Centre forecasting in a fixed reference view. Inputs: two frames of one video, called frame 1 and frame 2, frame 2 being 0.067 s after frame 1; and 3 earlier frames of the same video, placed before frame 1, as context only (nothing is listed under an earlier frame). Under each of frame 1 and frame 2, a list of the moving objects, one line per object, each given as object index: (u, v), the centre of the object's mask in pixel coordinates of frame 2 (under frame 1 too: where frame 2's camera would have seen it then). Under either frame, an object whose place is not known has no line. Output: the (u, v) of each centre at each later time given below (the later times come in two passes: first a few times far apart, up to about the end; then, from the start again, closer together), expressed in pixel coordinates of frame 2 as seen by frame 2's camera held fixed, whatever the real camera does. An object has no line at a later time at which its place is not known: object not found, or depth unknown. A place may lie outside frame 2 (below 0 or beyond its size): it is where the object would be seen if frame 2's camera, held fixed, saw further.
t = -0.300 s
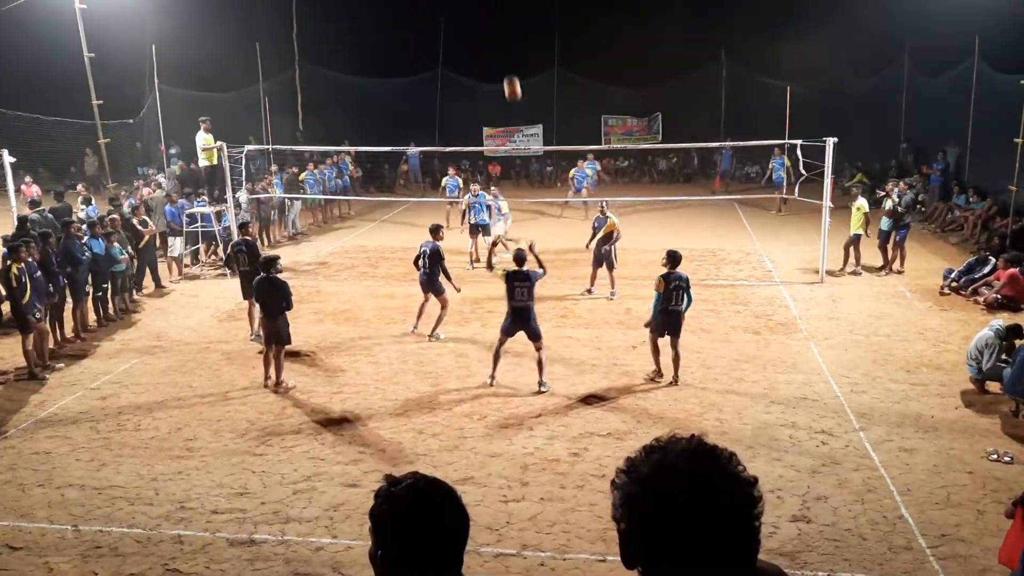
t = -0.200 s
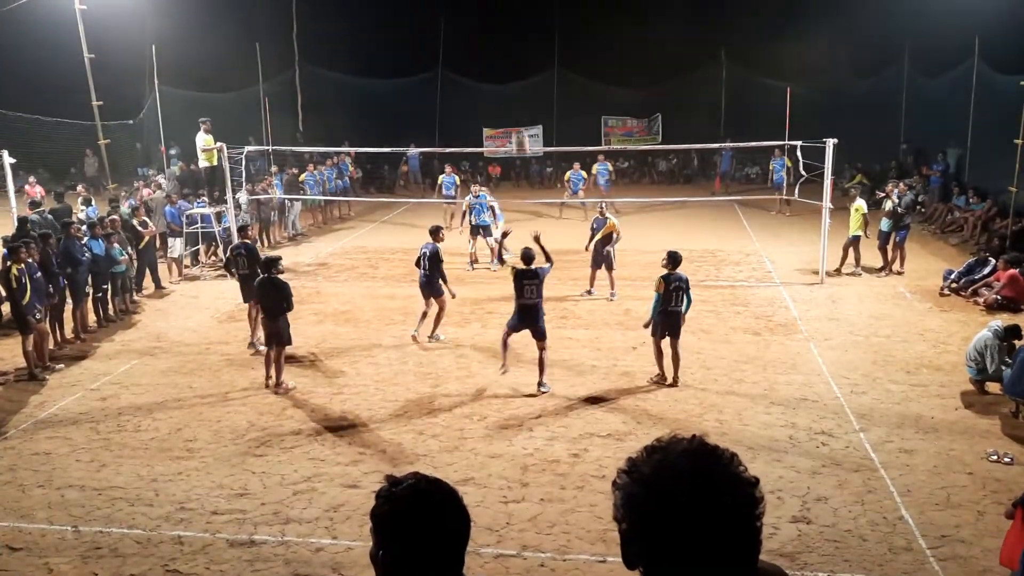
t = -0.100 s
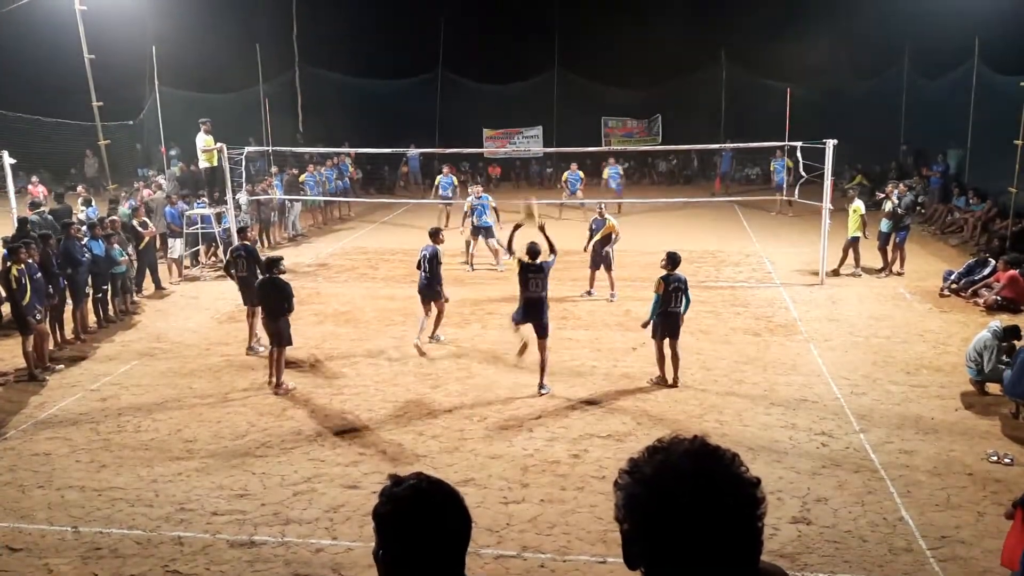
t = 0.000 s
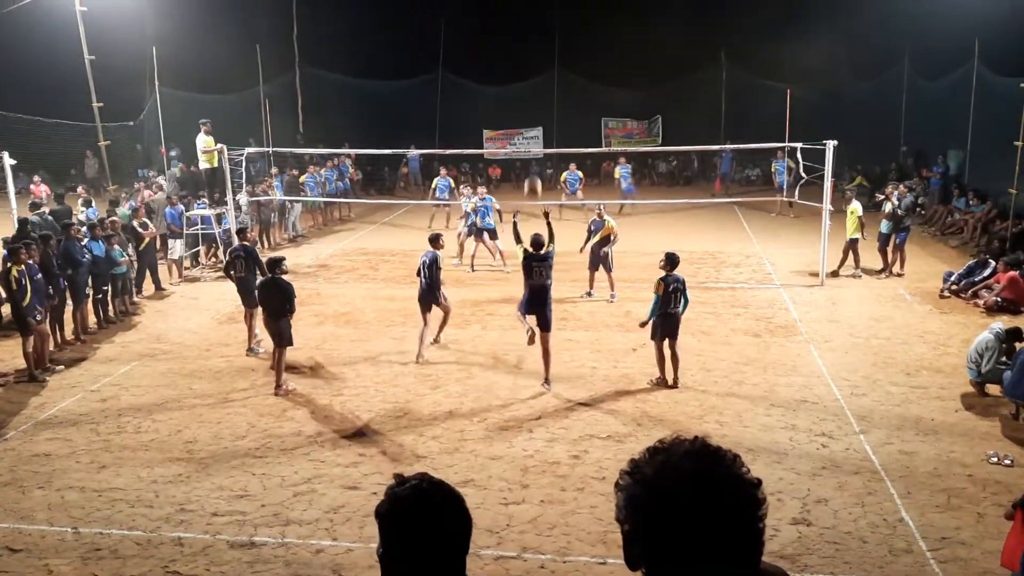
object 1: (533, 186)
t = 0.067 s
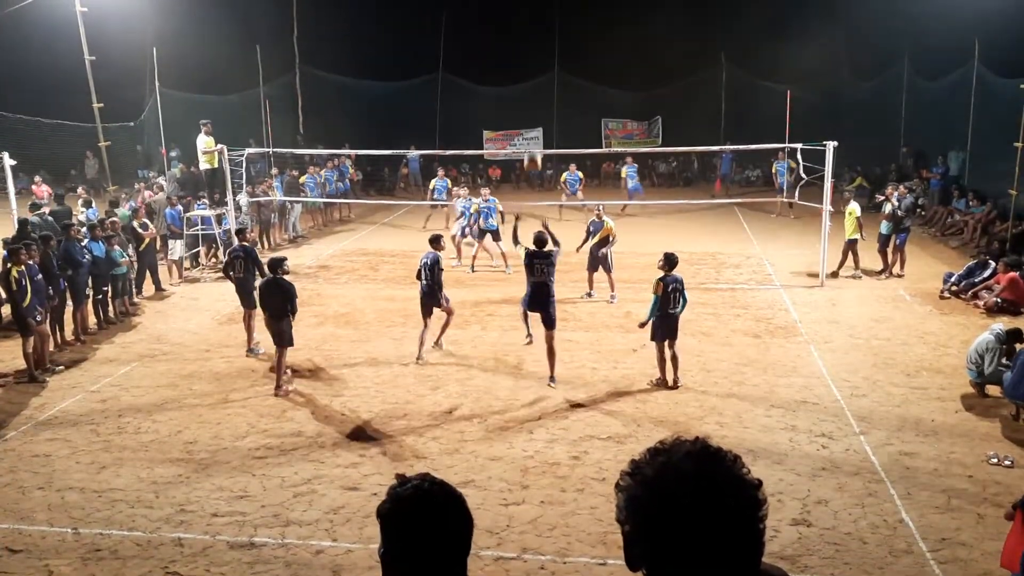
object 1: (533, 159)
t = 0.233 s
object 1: (533, 106)
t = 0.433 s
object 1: (534, 77)
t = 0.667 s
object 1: (535, 78)
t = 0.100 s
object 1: (533, 146)
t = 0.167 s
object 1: (532, 123)
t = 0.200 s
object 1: (532, 115)
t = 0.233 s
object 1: (533, 106)
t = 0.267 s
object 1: (533, 99)
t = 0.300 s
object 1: (533, 93)
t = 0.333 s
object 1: (533, 87)
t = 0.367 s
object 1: (533, 83)
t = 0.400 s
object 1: (533, 80)
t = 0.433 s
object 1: (534, 77)
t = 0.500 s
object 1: (534, 75)
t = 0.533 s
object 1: (534, 74)
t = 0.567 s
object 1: (534, 74)
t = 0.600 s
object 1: (534, 75)
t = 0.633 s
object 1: (535, 77)
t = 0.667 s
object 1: (535, 78)
